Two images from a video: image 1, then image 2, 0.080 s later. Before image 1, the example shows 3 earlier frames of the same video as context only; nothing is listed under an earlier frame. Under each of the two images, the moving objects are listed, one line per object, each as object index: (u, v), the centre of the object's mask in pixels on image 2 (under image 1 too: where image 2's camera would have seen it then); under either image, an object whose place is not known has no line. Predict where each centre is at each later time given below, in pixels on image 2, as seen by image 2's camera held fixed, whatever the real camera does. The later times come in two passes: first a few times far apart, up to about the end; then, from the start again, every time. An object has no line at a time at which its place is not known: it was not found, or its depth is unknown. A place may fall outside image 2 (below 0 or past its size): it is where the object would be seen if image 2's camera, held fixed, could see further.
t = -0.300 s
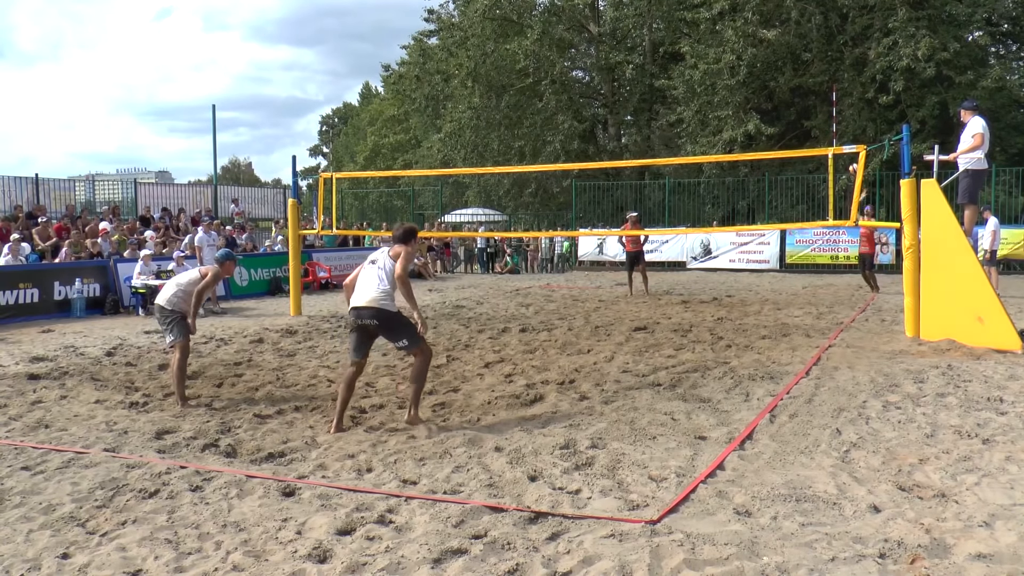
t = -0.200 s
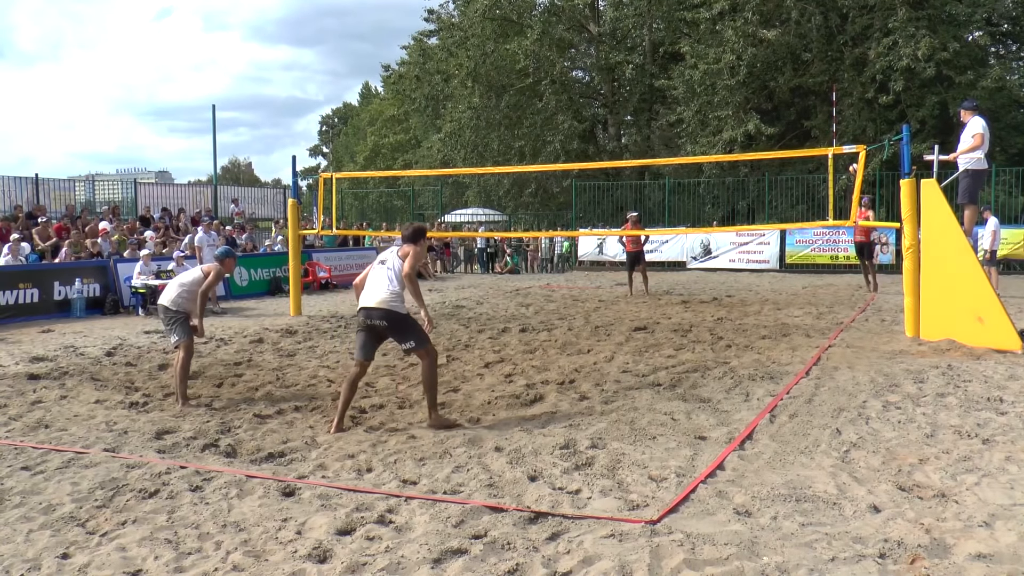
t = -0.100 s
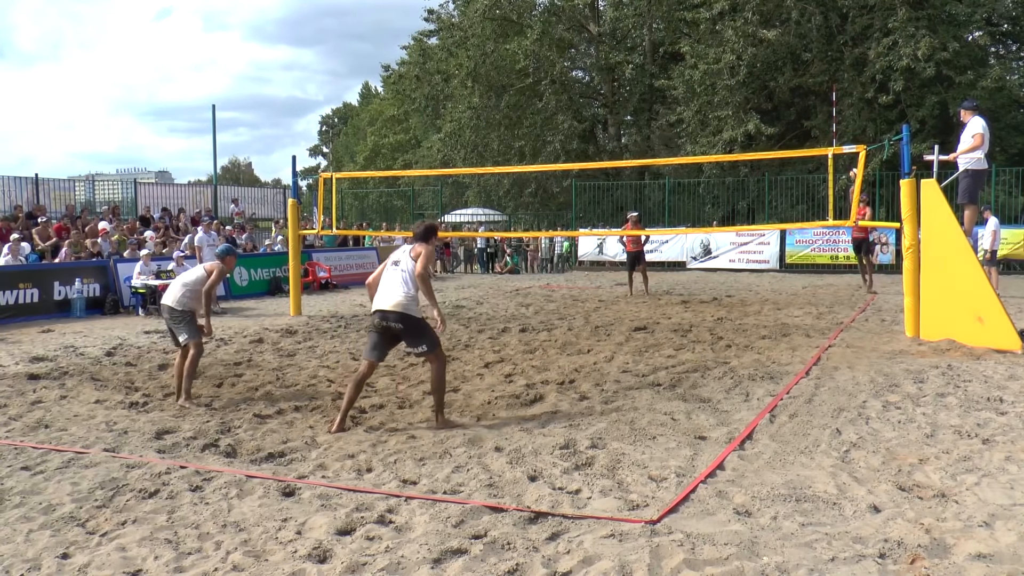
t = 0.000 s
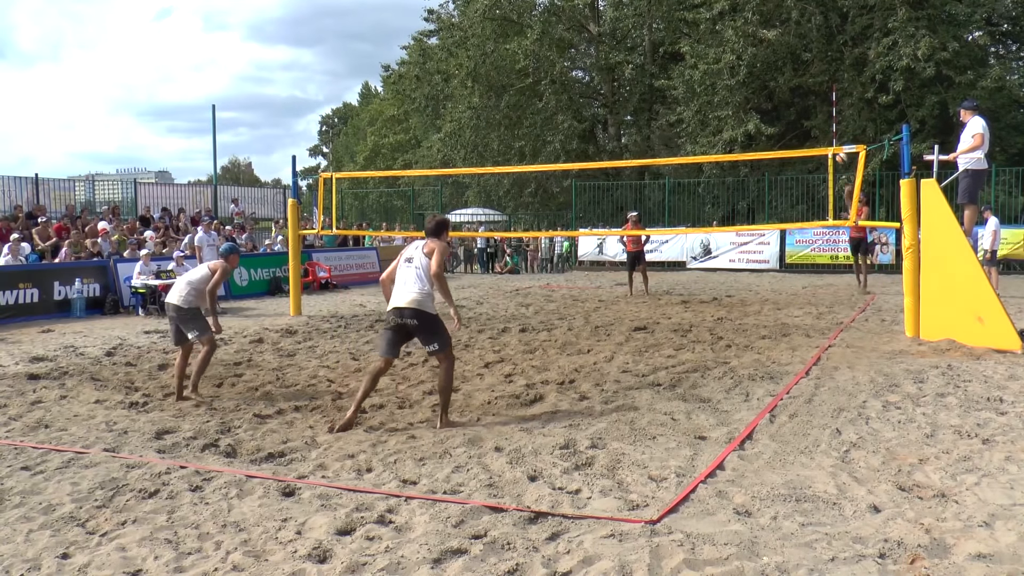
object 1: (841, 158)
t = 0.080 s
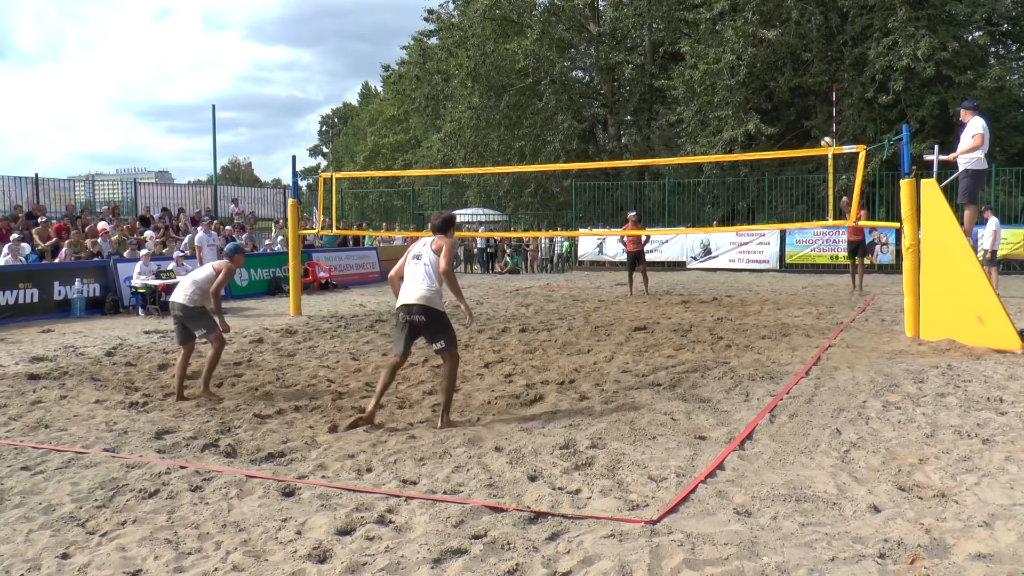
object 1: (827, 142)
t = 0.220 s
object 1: (798, 120)
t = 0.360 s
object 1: (764, 102)
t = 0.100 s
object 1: (823, 139)
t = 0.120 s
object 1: (818, 136)
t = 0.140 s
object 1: (815, 132)
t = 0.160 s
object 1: (811, 129)
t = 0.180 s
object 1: (807, 126)
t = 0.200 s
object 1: (803, 123)
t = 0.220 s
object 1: (798, 120)
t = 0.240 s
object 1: (794, 117)
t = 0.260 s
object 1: (789, 114)
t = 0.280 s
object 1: (784, 111)
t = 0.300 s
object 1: (779, 109)
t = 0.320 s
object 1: (774, 106)
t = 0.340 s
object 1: (769, 104)
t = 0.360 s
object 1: (764, 102)
